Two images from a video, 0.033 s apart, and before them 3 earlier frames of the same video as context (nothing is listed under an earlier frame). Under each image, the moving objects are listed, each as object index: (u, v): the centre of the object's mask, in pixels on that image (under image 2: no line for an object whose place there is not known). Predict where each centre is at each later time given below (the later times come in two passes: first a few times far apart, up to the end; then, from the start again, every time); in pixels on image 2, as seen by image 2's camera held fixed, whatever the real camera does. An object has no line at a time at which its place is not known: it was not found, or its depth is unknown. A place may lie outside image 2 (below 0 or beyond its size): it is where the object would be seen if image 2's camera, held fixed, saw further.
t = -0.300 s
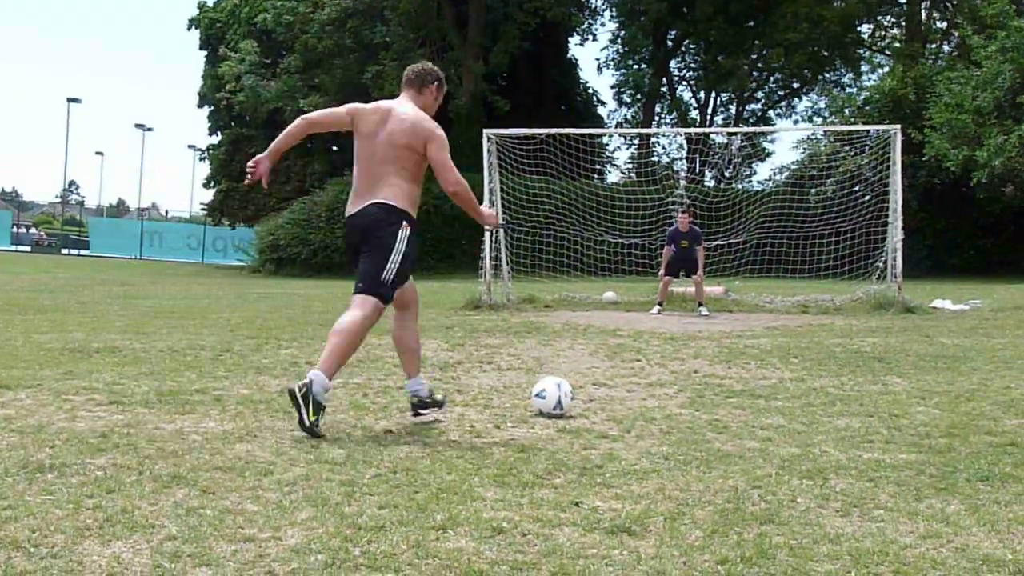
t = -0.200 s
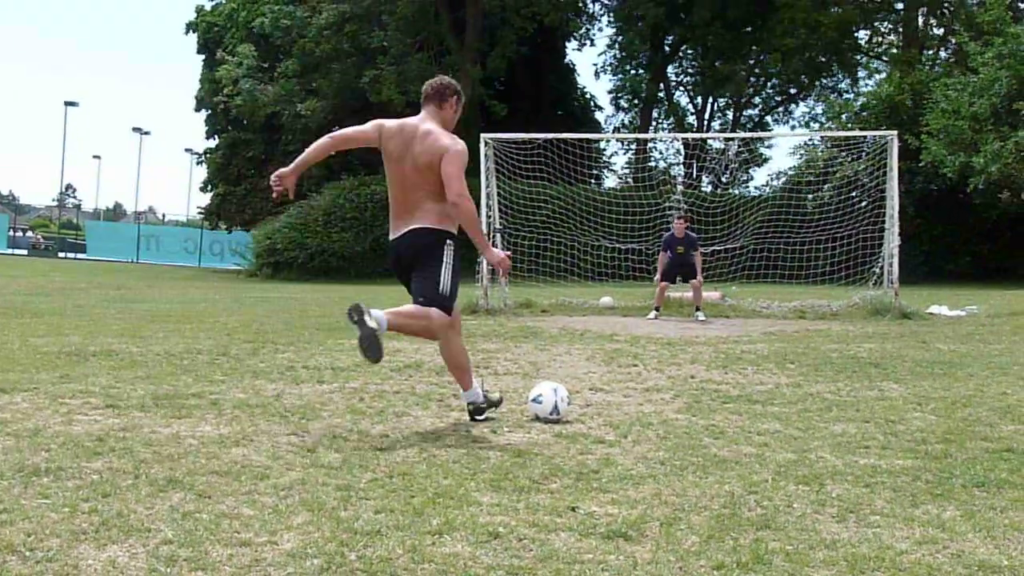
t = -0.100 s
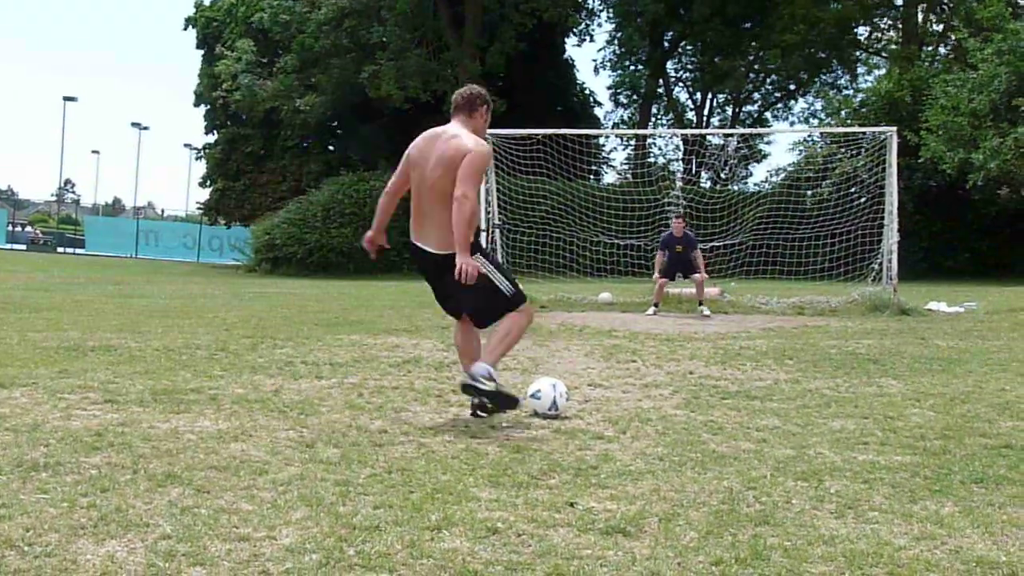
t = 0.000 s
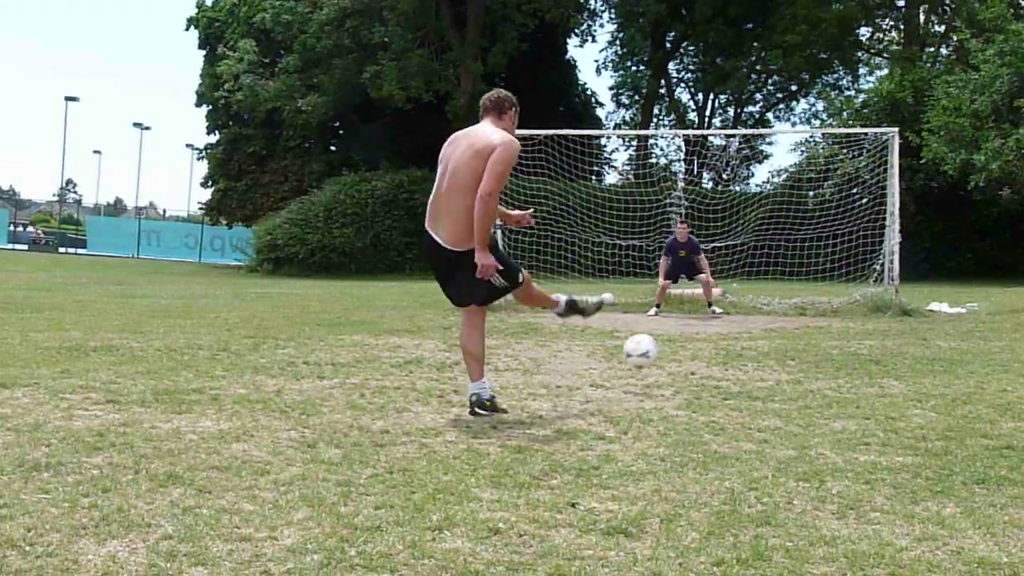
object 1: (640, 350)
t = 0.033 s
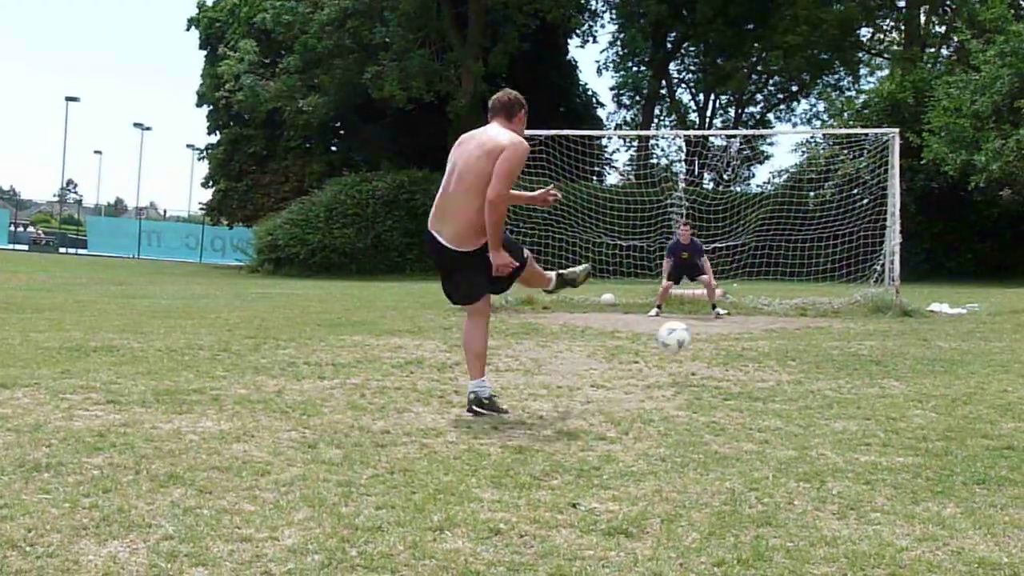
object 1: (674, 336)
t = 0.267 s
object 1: (785, 320)
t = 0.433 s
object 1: (810, 290)
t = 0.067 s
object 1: (700, 325)
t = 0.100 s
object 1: (721, 319)
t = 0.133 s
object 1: (738, 316)
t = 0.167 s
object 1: (753, 315)
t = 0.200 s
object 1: (766, 315)
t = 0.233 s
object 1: (777, 316)
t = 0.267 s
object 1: (785, 320)
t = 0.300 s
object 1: (792, 324)
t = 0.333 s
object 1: (798, 320)
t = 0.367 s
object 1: (803, 307)
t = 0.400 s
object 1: (806, 297)
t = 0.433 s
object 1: (810, 290)
